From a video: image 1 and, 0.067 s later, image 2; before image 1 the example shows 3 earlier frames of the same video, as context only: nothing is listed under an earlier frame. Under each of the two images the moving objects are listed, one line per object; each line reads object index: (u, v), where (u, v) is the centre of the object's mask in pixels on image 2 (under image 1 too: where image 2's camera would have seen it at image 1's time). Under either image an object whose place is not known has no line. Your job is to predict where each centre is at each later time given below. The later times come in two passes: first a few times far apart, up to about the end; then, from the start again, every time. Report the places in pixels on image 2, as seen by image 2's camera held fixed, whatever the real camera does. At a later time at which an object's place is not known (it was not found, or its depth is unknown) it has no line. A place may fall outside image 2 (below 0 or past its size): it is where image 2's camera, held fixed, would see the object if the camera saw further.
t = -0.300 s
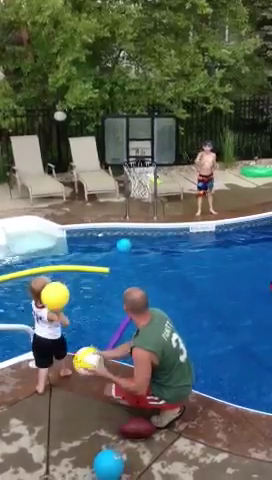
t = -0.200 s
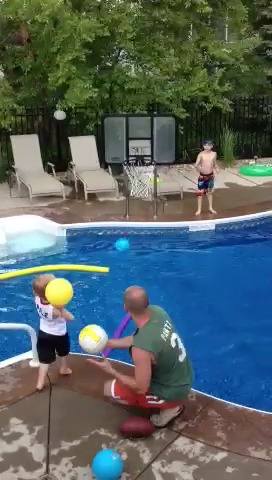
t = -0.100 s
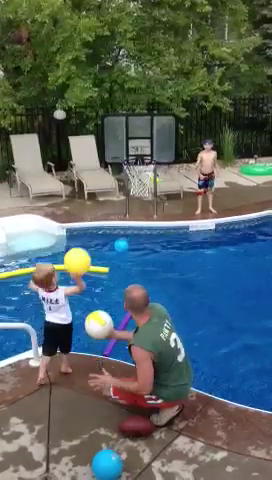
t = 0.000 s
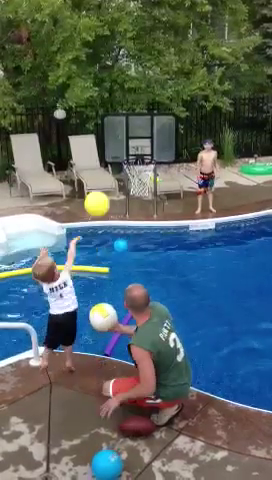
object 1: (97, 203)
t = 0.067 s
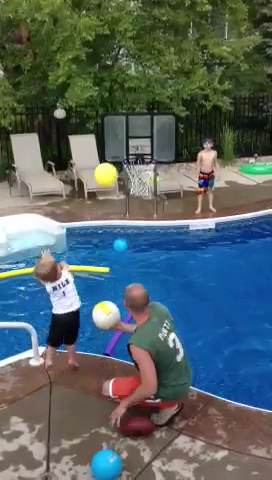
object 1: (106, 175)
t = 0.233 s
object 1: (121, 138)
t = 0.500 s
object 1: (137, 137)
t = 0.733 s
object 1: (146, 149)
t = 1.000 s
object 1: (130, 148)
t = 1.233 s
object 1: (100, 148)
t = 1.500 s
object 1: (73, 188)
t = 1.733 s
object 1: (55, 192)
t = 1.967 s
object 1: (39, 170)
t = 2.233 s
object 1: (25, 185)
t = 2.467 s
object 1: (19, 226)
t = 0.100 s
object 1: (109, 164)
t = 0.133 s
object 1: (113, 155)
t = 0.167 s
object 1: (116, 148)
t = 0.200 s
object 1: (119, 142)
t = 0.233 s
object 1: (121, 138)
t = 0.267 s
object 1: (124, 134)
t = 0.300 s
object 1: (126, 132)
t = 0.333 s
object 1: (128, 131)
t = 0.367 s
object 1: (129, 131)
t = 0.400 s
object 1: (132, 131)
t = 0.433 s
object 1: (133, 132)
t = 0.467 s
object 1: (135, 134)
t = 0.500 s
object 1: (137, 137)
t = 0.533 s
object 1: (139, 140)
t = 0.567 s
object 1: (140, 144)
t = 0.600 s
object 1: (142, 149)
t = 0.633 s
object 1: (144, 154)
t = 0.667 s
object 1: (145, 155)
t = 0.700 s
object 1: (145, 152)
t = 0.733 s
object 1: (146, 149)
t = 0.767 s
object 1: (147, 148)
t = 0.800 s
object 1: (146, 149)
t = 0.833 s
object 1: (146, 152)
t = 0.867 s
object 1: (145, 156)
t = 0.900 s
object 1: (144, 158)
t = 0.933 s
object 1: (139, 154)
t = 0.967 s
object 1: (134, 151)
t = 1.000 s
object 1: (130, 148)
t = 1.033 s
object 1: (126, 145)
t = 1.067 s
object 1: (121, 144)
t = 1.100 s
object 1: (117, 143)
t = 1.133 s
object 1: (113, 143)
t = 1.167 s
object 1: (108, 144)
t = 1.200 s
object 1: (104, 145)
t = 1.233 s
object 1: (100, 148)
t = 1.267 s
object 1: (96, 150)
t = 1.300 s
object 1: (92, 154)
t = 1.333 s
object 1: (88, 158)
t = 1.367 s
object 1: (85, 162)
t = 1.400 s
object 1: (82, 168)
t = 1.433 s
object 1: (78, 174)
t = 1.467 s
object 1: (76, 181)
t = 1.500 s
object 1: (73, 188)
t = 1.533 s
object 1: (70, 195)
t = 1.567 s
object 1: (68, 203)
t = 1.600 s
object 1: (65, 211)
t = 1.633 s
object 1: (63, 210)
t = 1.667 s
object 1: (60, 203)
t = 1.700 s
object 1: (58, 197)
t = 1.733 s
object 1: (55, 192)
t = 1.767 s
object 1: (52, 186)
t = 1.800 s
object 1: (50, 182)
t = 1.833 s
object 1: (48, 178)
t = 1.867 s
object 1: (46, 176)
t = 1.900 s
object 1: (43, 173)
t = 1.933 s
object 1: (42, 172)
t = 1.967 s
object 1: (39, 170)
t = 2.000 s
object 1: (38, 170)
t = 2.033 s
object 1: (36, 170)
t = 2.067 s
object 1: (34, 171)
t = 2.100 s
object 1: (32, 172)
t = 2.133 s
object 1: (30, 175)
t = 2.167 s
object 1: (29, 178)
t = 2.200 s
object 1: (27, 181)
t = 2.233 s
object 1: (25, 185)
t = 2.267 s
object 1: (24, 190)
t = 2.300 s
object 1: (23, 195)
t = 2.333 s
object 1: (21, 202)
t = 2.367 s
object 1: (20, 208)
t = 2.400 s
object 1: (20, 215)
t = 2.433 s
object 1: (19, 224)
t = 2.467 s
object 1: (19, 226)
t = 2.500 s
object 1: (19, 227)
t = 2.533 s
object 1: (19, 227)
